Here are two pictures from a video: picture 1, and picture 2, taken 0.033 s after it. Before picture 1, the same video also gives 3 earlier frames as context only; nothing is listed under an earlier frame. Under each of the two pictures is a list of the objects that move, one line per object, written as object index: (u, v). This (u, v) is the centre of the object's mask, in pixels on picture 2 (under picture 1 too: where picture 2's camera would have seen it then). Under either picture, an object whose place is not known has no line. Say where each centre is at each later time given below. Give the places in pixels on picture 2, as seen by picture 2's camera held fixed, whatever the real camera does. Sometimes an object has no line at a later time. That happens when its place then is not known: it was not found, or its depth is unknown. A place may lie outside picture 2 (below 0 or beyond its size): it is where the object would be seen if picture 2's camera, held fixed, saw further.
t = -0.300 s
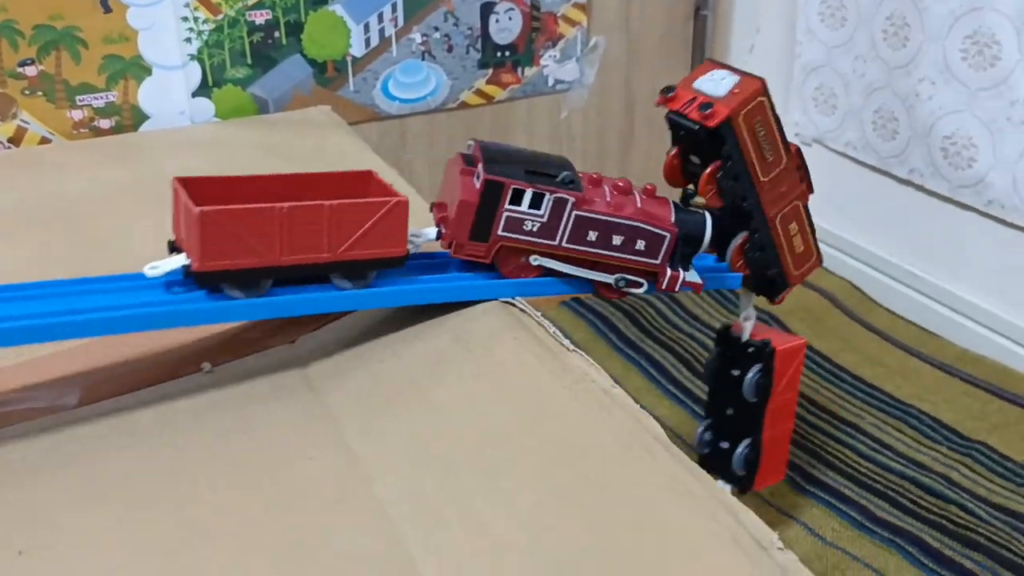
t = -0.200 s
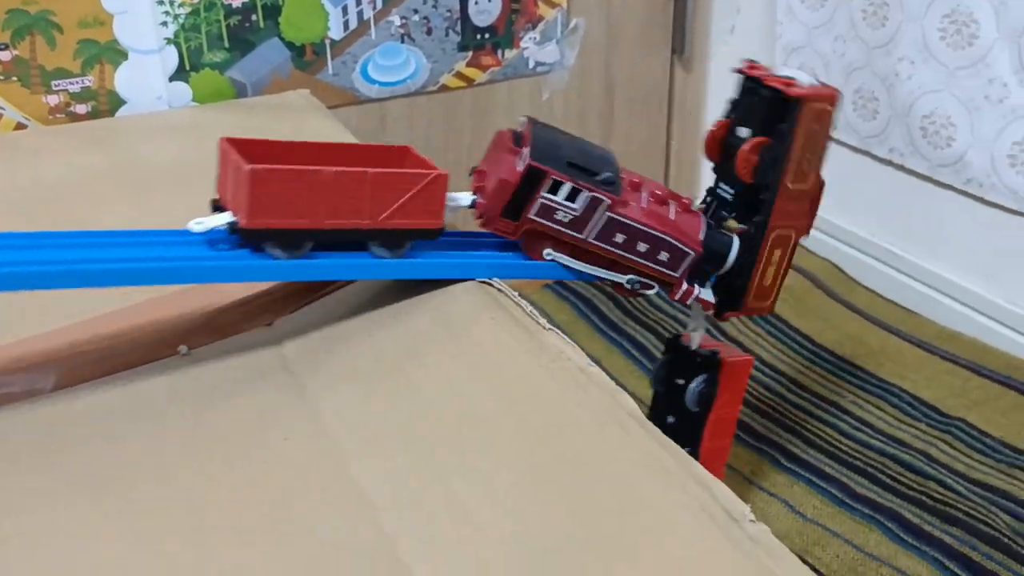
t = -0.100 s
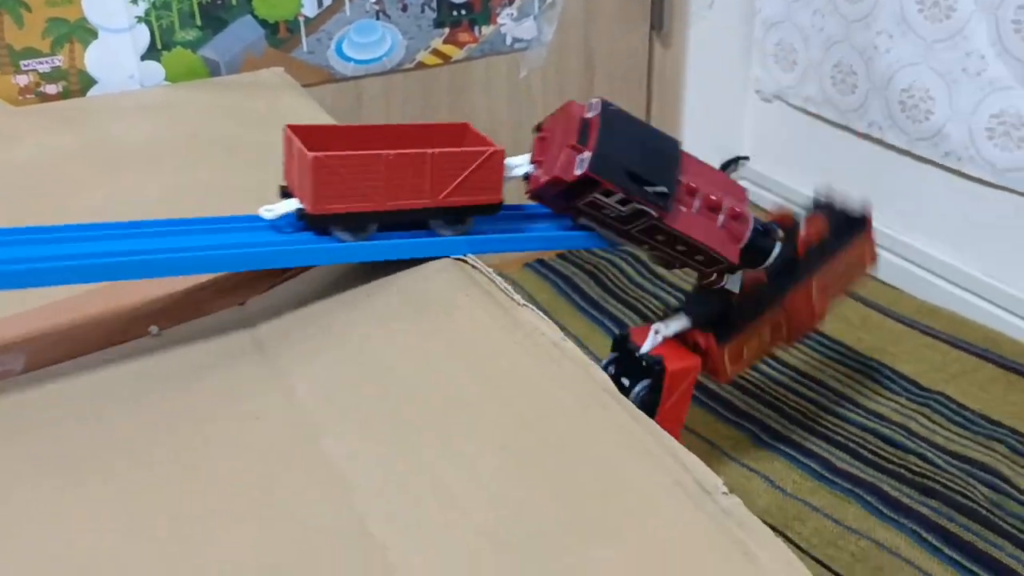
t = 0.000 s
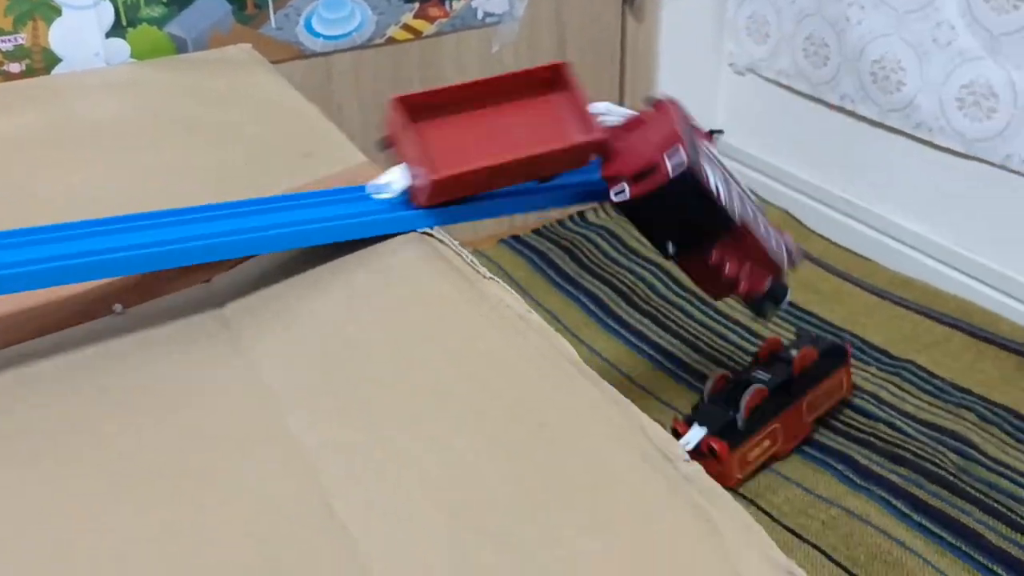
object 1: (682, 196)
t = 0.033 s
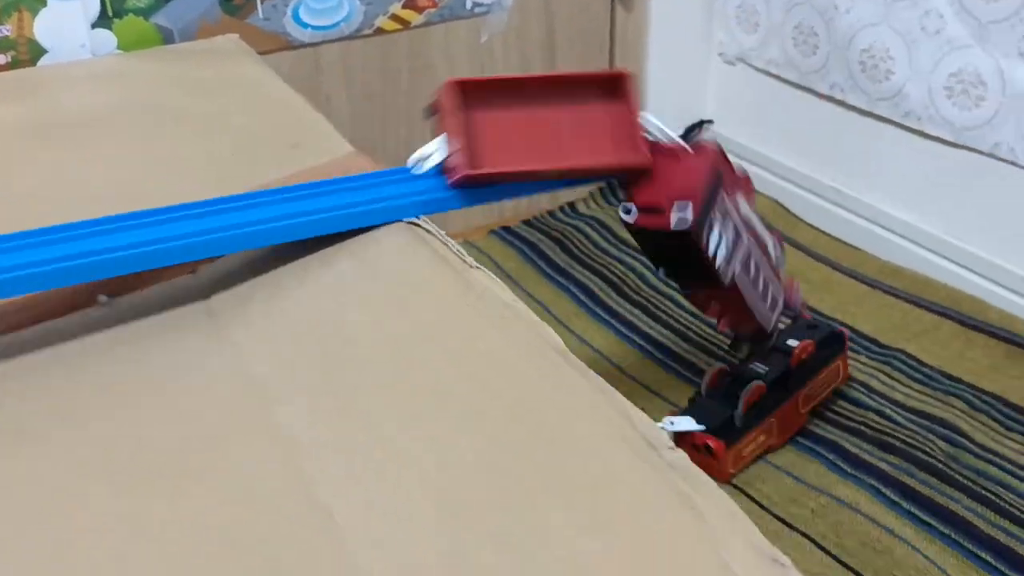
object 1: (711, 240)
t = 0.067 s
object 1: (732, 301)
